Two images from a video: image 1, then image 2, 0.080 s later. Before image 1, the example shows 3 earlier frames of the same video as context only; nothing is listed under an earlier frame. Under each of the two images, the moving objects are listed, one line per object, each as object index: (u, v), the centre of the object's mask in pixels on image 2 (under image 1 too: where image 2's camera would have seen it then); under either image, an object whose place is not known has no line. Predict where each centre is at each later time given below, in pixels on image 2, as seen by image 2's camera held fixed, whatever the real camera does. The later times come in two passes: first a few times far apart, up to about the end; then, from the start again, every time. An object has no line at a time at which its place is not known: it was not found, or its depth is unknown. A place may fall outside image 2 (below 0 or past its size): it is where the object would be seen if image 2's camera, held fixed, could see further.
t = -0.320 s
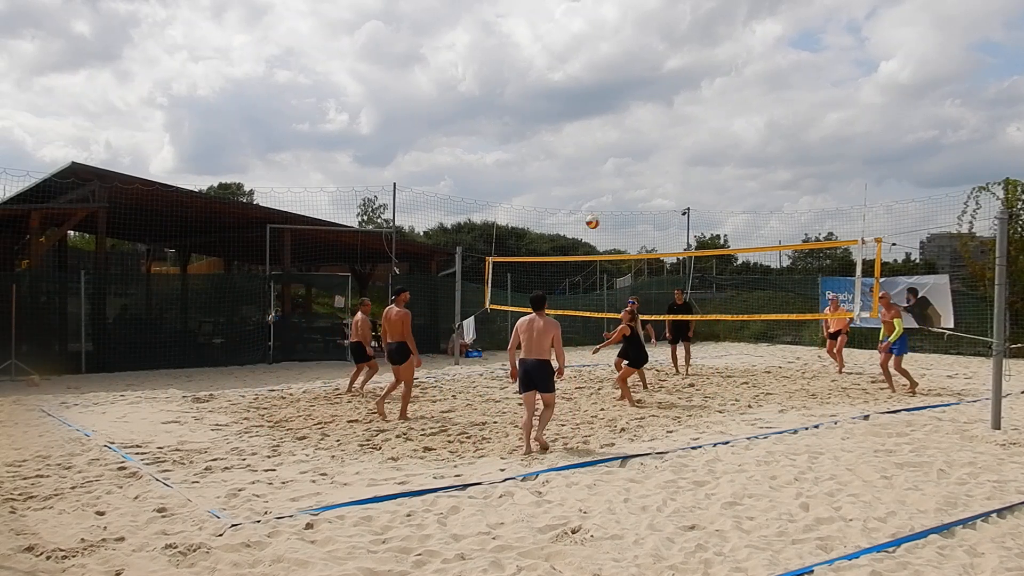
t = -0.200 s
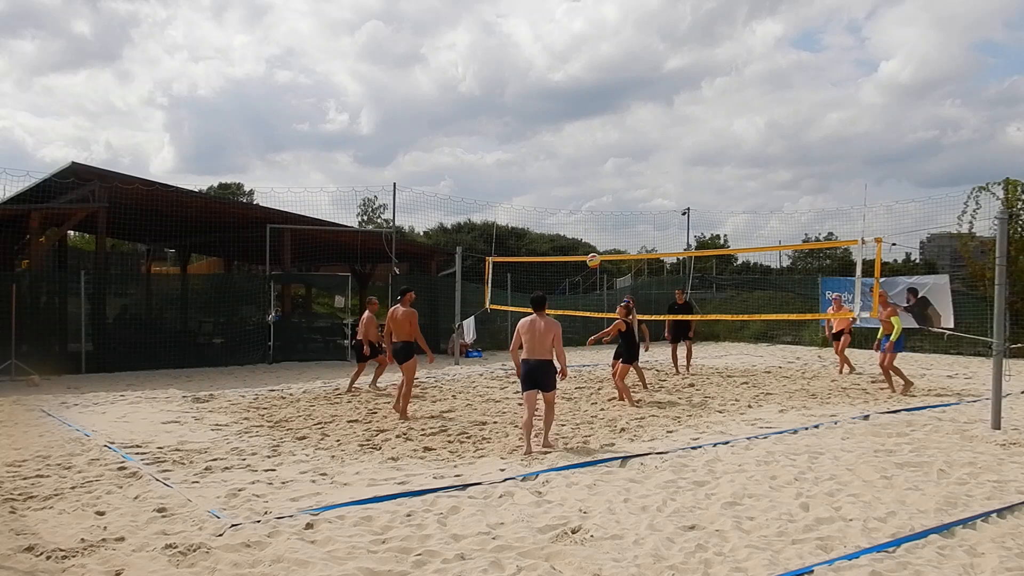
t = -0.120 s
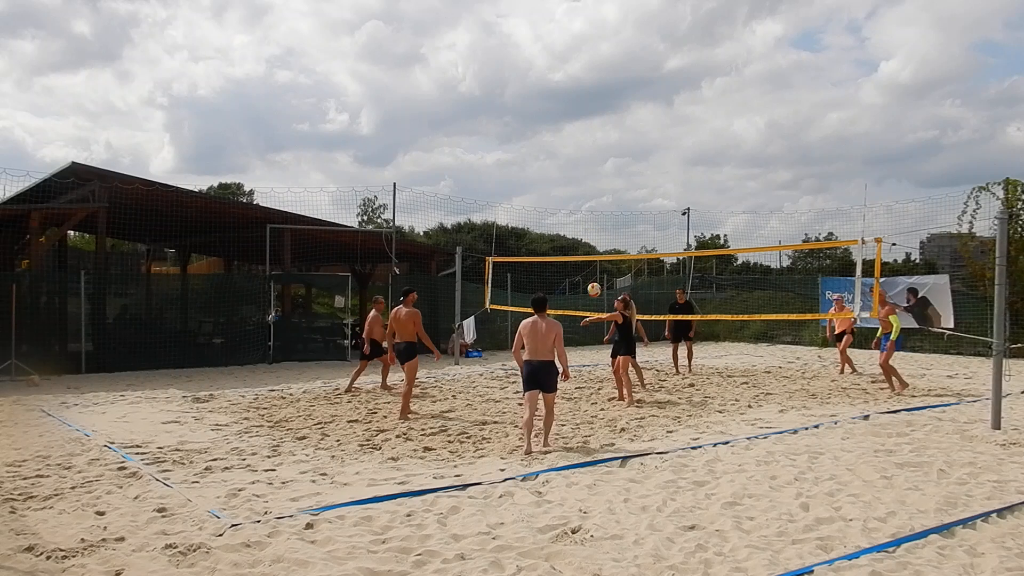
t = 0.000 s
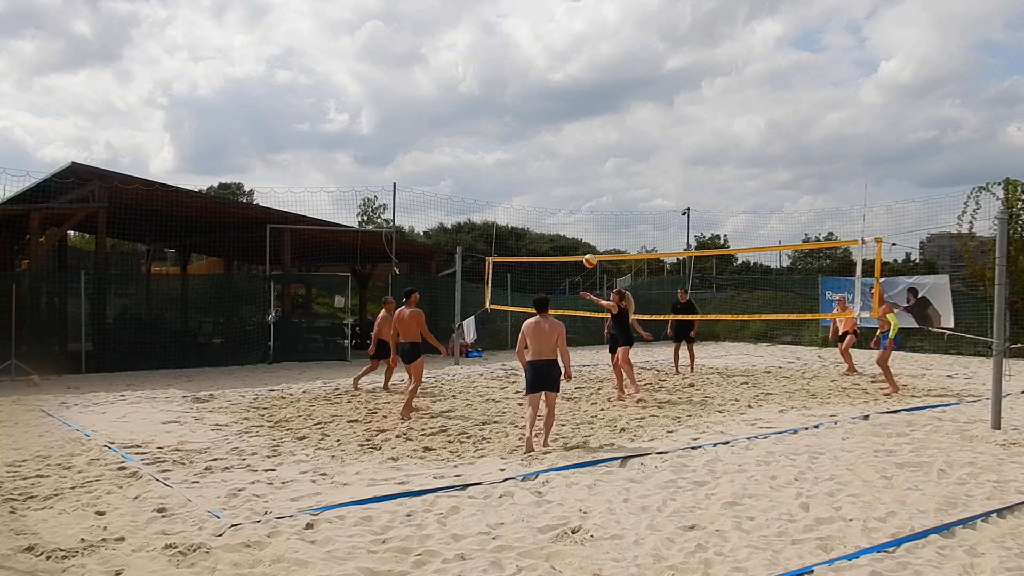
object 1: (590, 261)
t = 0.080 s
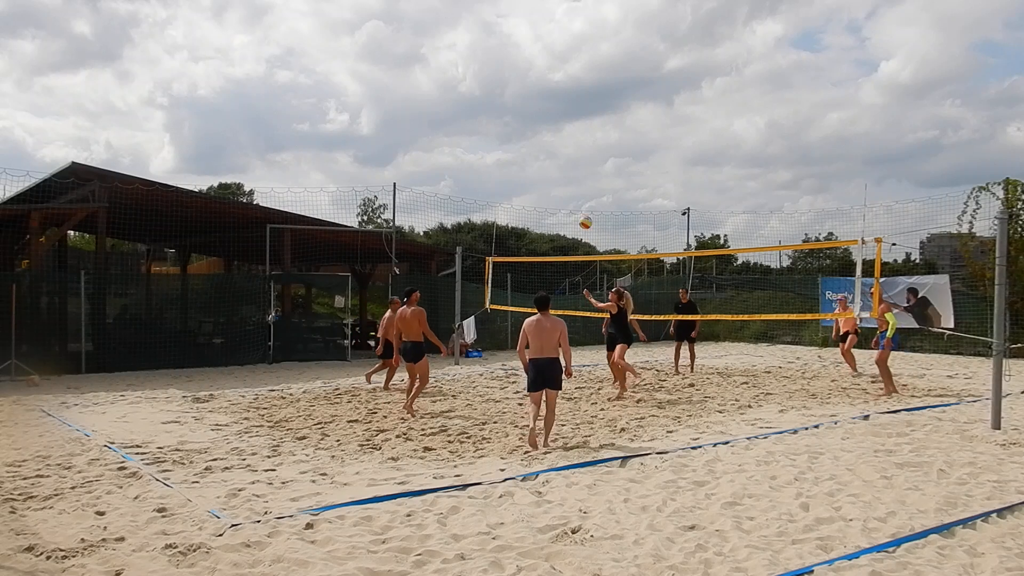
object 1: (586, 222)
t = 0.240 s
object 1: (576, 158)
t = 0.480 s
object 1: (563, 91)
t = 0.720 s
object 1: (550, 61)
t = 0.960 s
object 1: (538, 67)
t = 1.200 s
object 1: (527, 108)
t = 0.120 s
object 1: (583, 205)
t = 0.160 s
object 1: (581, 188)
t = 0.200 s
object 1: (579, 173)
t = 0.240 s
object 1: (576, 158)
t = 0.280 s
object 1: (574, 144)
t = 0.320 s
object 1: (572, 132)
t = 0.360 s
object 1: (569, 119)
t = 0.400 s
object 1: (567, 109)
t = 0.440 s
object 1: (565, 99)
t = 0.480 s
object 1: (563, 91)
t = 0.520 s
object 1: (561, 83)
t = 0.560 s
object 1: (558, 77)
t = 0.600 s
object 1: (556, 71)
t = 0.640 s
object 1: (554, 66)
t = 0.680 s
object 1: (552, 63)
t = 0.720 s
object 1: (550, 61)
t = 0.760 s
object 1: (548, 59)
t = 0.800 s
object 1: (546, 58)
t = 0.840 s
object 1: (544, 59)
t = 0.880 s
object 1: (542, 60)
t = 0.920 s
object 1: (540, 63)
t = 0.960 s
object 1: (538, 67)
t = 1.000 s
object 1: (537, 71)
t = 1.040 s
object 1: (535, 76)
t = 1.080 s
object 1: (533, 83)
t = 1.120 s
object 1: (531, 90)
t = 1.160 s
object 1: (529, 98)
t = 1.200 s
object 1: (527, 108)
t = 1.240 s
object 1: (525, 118)
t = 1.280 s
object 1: (523, 129)
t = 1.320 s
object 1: (522, 141)
